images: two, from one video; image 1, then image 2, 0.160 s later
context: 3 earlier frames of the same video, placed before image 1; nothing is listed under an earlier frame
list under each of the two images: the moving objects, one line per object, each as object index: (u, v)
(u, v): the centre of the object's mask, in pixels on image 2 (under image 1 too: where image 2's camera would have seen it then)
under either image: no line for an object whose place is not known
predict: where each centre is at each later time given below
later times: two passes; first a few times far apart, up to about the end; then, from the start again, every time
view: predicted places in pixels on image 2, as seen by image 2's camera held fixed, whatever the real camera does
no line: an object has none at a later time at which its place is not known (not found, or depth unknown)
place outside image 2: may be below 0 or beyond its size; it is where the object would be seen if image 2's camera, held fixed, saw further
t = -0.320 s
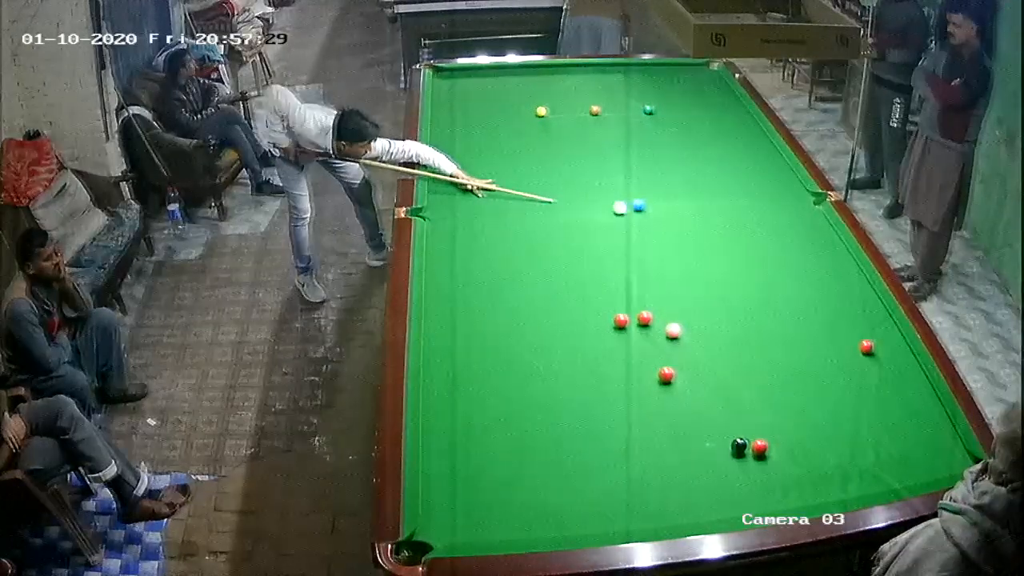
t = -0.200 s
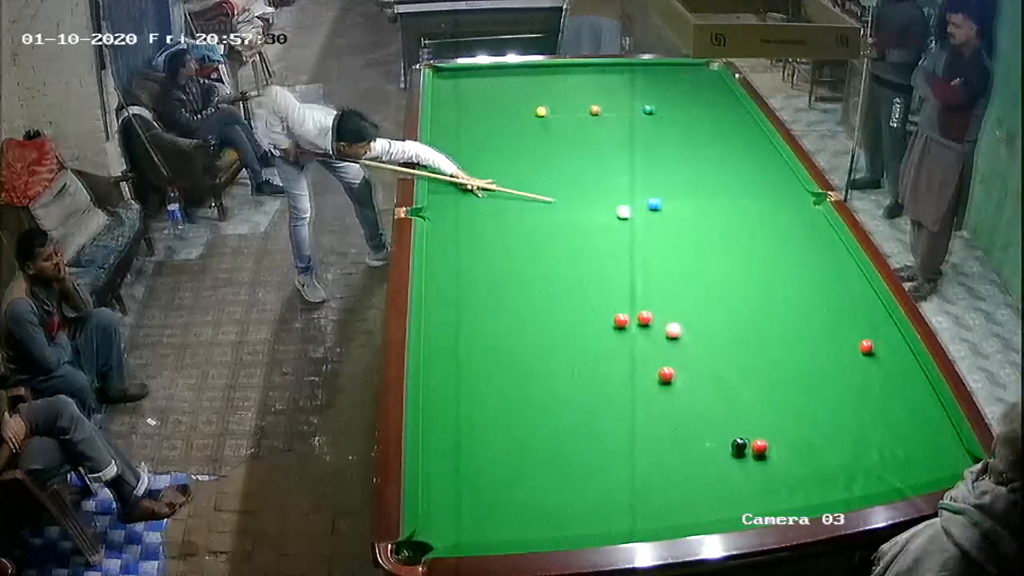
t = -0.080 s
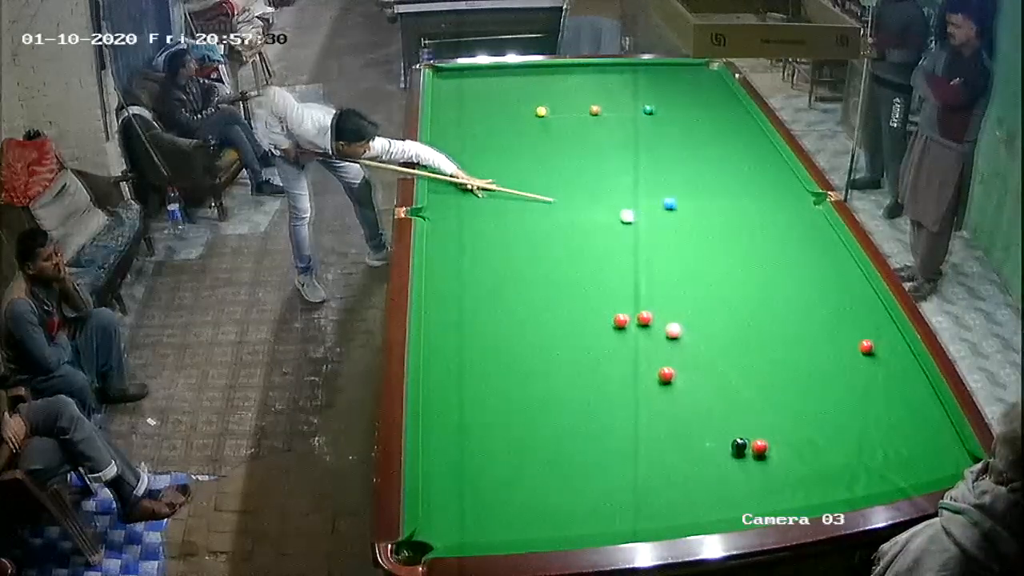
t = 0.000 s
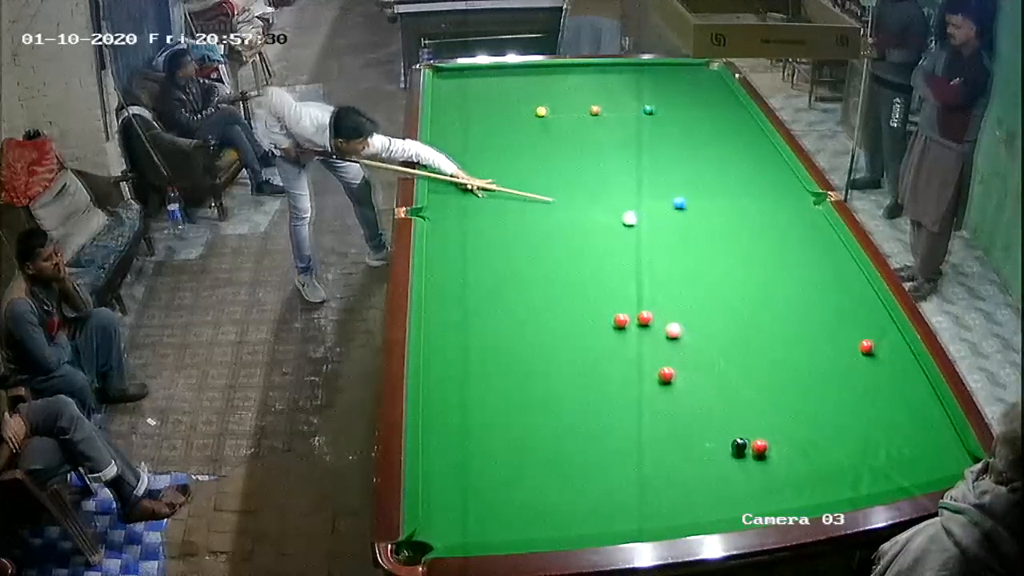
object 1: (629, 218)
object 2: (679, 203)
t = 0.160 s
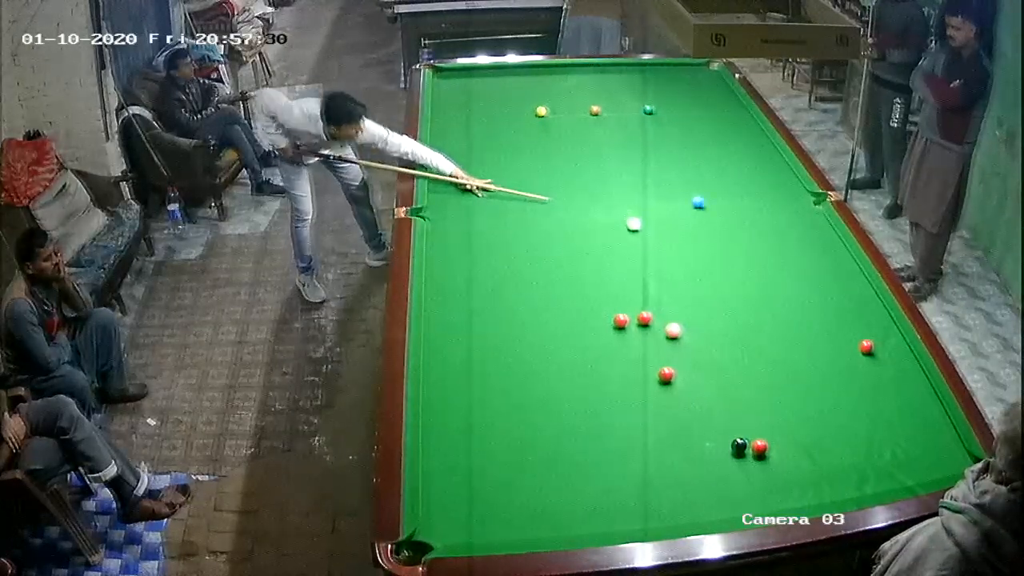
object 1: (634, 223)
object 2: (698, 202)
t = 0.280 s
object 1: (637, 227)
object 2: (712, 201)
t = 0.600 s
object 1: (645, 237)
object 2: (745, 200)
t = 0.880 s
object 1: (651, 244)
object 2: (772, 199)
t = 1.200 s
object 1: (657, 251)
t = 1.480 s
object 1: (662, 256)
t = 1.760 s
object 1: (666, 261)
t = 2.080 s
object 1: (670, 265)
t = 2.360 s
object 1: (672, 268)
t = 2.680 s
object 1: (674, 270)
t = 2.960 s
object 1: (674, 270)
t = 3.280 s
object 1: (674, 270)
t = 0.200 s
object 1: (635, 225)
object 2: (703, 202)
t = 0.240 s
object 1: (636, 226)
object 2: (707, 202)
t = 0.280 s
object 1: (637, 227)
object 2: (712, 201)
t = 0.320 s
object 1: (638, 229)
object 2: (716, 201)
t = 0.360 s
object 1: (639, 230)
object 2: (720, 201)
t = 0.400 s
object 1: (640, 231)
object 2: (725, 201)
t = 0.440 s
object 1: (641, 232)
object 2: (729, 201)
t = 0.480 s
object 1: (642, 233)
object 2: (733, 201)
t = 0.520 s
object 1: (643, 234)
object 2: (737, 200)
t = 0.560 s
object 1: (644, 235)
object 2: (741, 200)
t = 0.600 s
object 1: (645, 237)
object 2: (745, 200)
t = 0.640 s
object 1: (646, 238)
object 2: (749, 200)
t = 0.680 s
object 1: (647, 239)
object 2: (753, 200)
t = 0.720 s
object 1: (647, 240)
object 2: (757, 200)
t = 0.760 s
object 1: (648, 241)
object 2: (761, 200)
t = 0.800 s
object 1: (649, 242)
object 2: (764, 199)
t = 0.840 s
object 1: (650, 243)
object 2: (768, 200)
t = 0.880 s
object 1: (651, 244)
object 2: (772, 199)
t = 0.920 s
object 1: (652, 245)
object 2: (776, 199)
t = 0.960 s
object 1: (653, 246)
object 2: (779, 199)
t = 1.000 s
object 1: (653, 247)
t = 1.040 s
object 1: (654, 248)
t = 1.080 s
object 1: (655, 249)
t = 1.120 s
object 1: (656, 250)
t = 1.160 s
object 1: (657, 251)
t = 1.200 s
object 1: (657, 251)
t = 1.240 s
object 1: (658, 252)
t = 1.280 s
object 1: (659, 253)
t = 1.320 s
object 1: (659, 254)
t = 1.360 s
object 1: (660, 255)
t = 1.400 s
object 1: (661, 255)
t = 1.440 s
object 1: (661, 256)
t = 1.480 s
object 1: (662, 256)
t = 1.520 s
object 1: (663, 257)
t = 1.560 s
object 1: (663, 258)
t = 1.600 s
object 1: (664, 259)
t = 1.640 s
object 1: (664, 260)
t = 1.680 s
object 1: (665, 260)
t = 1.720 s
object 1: (666, 261)
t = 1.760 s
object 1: (666, 261)
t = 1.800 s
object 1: (667, 262)
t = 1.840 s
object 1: (667, 263)
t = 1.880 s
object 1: (667, 263)
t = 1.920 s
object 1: (668, 263)
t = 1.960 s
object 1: (668, 264)
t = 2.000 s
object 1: (668, 264)
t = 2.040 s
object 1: (669, 265)
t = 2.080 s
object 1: (670, 265)
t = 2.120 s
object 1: (670, 266)
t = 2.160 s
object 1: (670, 266)
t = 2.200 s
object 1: (671, 266)
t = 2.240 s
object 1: (671, 267)
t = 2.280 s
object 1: (672, 267)
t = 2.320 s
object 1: (672, 268)
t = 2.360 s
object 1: (672, 268)
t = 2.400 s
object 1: (672, 268)
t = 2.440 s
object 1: (672, 269)
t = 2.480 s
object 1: (673, 269)
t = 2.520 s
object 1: (673, 269)
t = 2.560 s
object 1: (673, 269)
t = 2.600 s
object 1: (673, 269)
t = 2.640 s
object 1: (674, 270)
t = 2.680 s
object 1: (674, 270)
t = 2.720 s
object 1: (674, 270)
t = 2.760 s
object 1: (674, 270)
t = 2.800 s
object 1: (674, 270)
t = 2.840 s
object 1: (674, 270)
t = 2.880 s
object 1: (674, 270)
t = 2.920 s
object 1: (674, 270)
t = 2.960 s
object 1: (674, 270)
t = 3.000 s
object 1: (674, 270)
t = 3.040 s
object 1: (674, 270)
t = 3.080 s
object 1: (674, 270)
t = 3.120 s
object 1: (674, 270)
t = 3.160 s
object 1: (674, 270)
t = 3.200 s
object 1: (674, 270)
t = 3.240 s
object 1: (674, 270)
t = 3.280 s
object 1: (674, 270)
